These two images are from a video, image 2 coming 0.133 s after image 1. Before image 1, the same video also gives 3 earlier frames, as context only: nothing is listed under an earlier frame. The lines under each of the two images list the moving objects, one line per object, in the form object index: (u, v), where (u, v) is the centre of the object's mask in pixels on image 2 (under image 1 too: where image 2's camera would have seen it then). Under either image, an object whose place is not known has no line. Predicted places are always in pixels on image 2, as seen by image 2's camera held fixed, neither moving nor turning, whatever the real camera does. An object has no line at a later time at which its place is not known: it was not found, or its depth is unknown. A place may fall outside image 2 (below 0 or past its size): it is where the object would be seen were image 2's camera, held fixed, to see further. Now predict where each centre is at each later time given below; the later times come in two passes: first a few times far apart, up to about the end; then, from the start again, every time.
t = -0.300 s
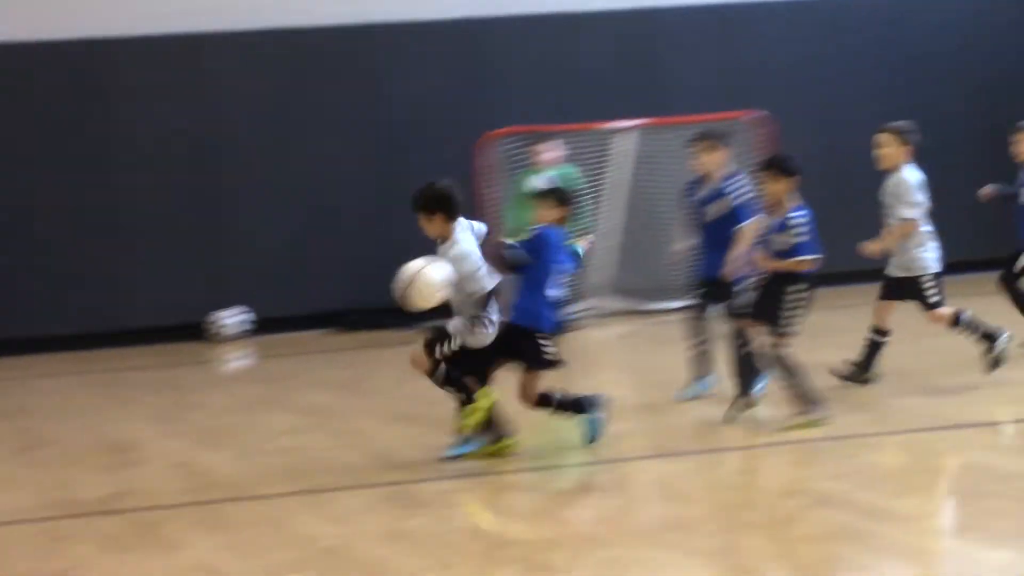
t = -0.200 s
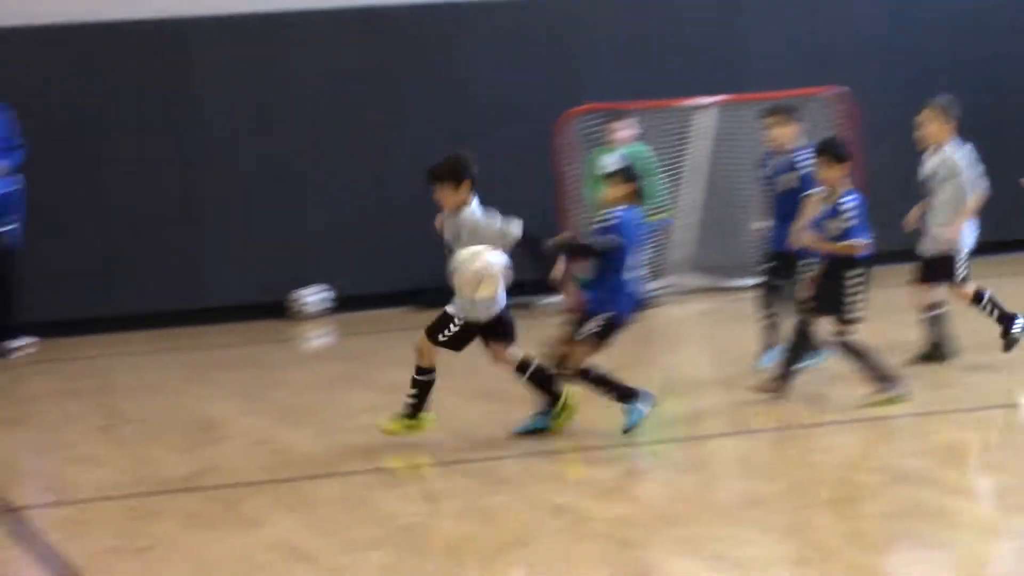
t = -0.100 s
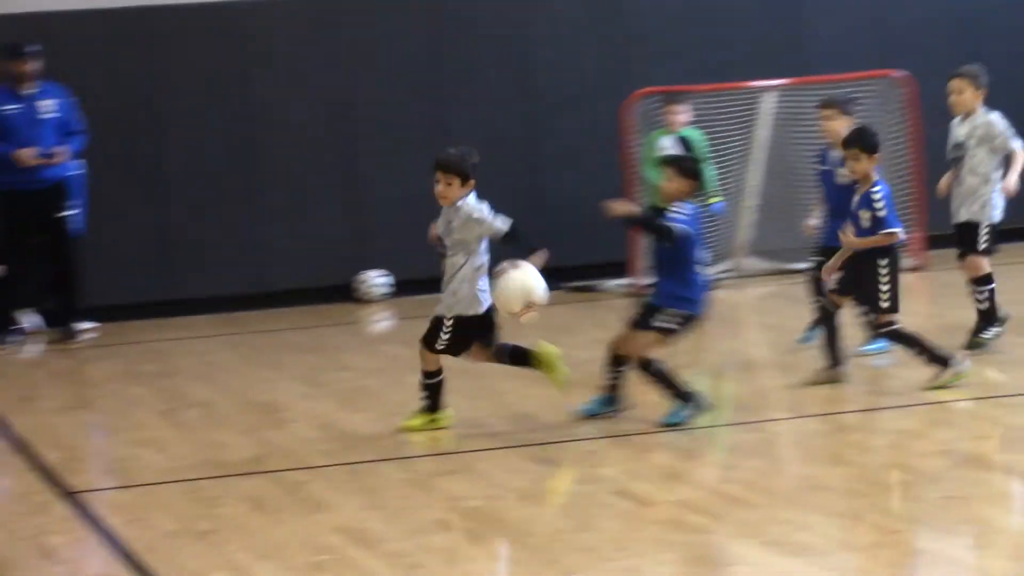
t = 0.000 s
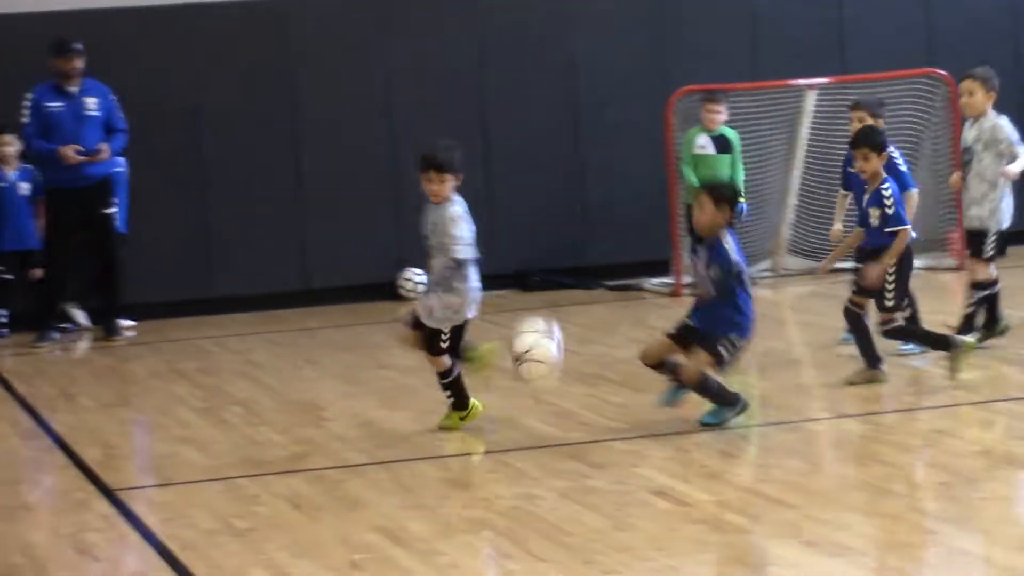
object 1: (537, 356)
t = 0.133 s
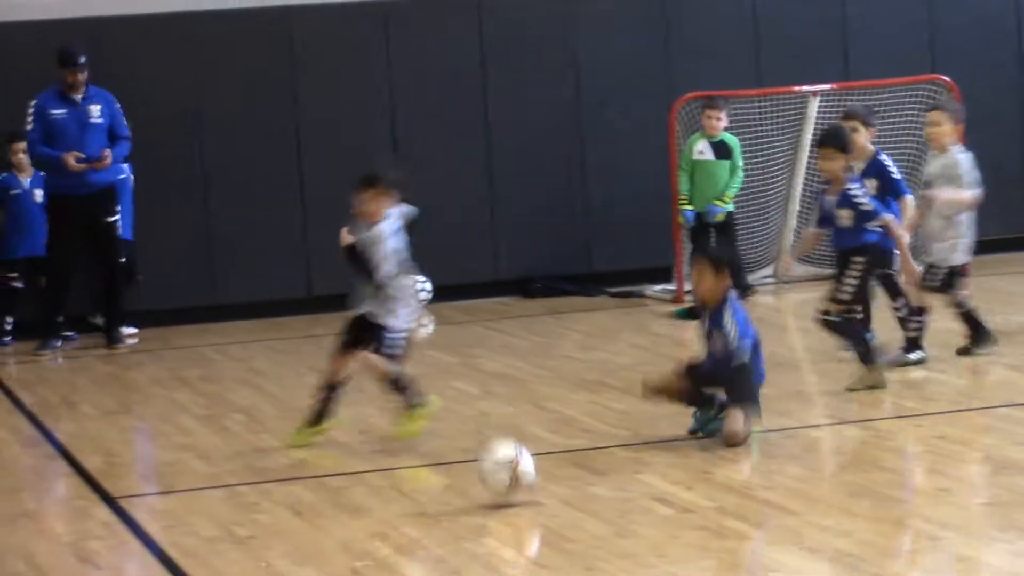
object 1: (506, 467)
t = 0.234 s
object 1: (503, 420)
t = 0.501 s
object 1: (479, 425)
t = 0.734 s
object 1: (470, 468)
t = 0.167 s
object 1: (508, 448)
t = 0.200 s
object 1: (506, 434)
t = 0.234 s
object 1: (503, 420)
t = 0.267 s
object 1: (499, 413)
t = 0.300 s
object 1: (496, 406)
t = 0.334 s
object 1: (491, 400)
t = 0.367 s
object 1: (487, 401)
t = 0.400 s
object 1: (485, 404)
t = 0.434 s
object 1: (483, 408)
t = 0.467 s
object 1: (482, 415)
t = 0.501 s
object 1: (479, 425)
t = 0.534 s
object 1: (478, 437)
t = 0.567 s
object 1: (478, 452)
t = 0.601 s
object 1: (476, 471)
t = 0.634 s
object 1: (475, 492)
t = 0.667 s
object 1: (474, 485)
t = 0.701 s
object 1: (471, 475)
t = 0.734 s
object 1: (470, 468)
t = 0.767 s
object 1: (468, 463)
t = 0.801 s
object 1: (467, 461)
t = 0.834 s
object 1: (465, 463)
